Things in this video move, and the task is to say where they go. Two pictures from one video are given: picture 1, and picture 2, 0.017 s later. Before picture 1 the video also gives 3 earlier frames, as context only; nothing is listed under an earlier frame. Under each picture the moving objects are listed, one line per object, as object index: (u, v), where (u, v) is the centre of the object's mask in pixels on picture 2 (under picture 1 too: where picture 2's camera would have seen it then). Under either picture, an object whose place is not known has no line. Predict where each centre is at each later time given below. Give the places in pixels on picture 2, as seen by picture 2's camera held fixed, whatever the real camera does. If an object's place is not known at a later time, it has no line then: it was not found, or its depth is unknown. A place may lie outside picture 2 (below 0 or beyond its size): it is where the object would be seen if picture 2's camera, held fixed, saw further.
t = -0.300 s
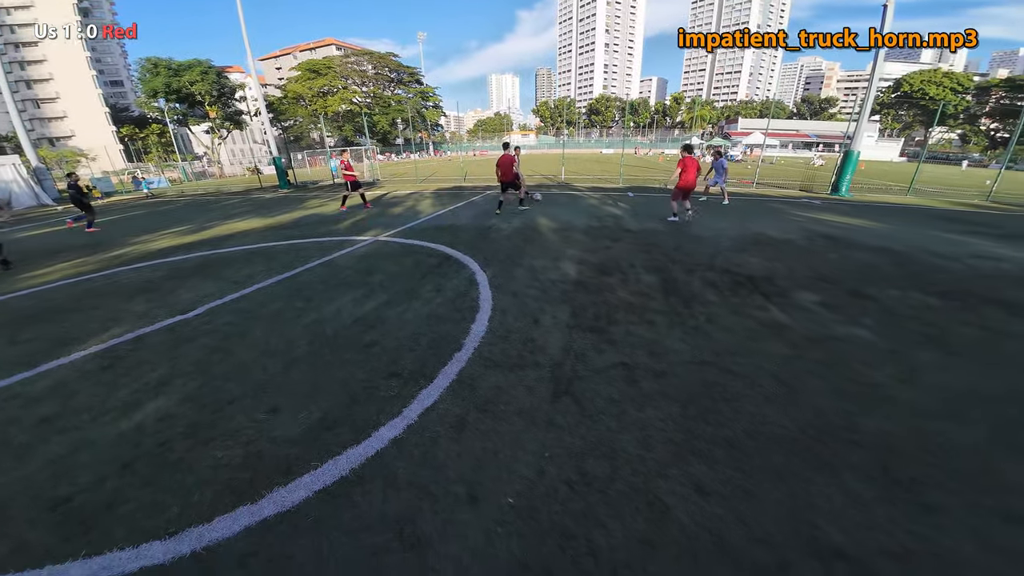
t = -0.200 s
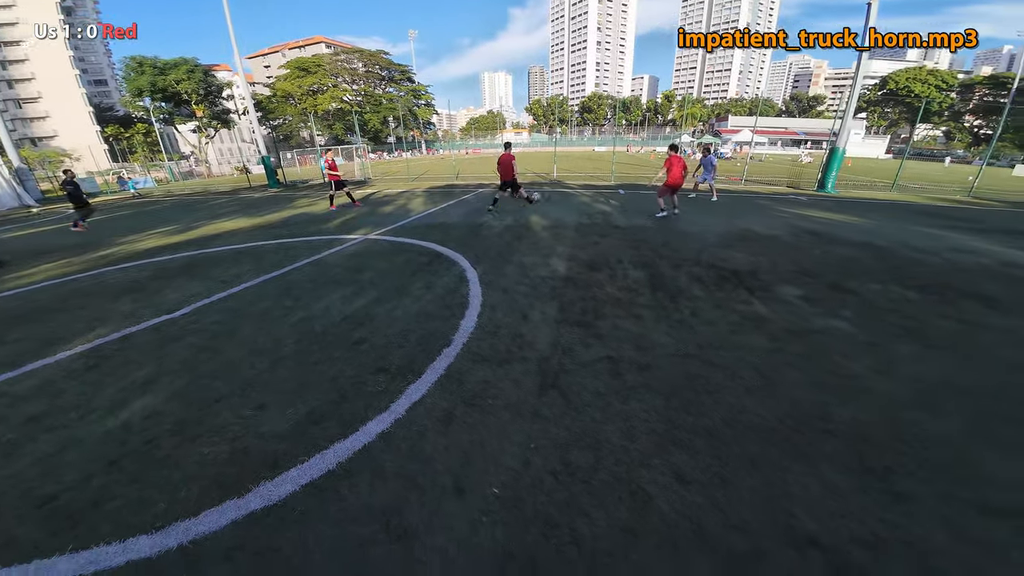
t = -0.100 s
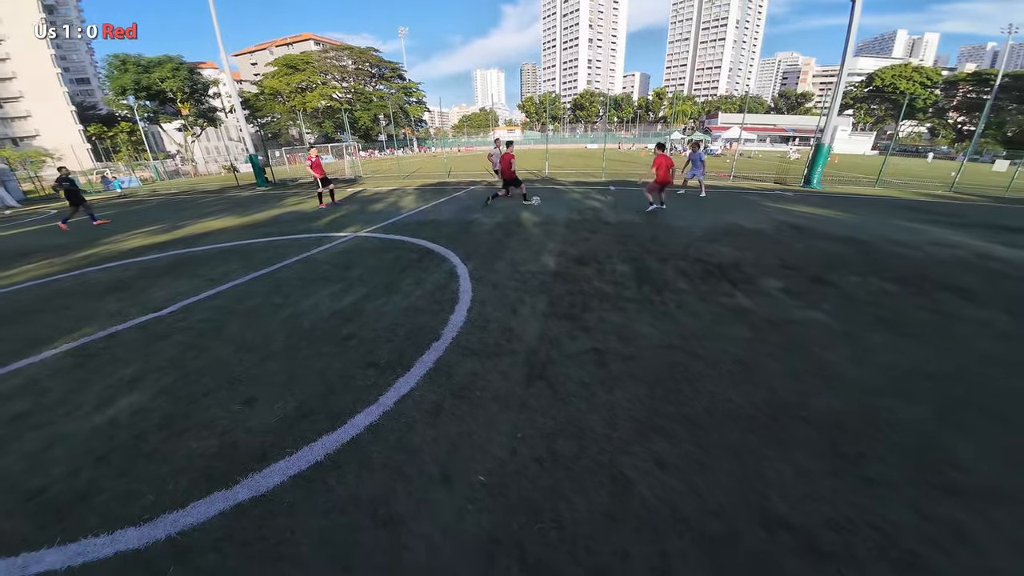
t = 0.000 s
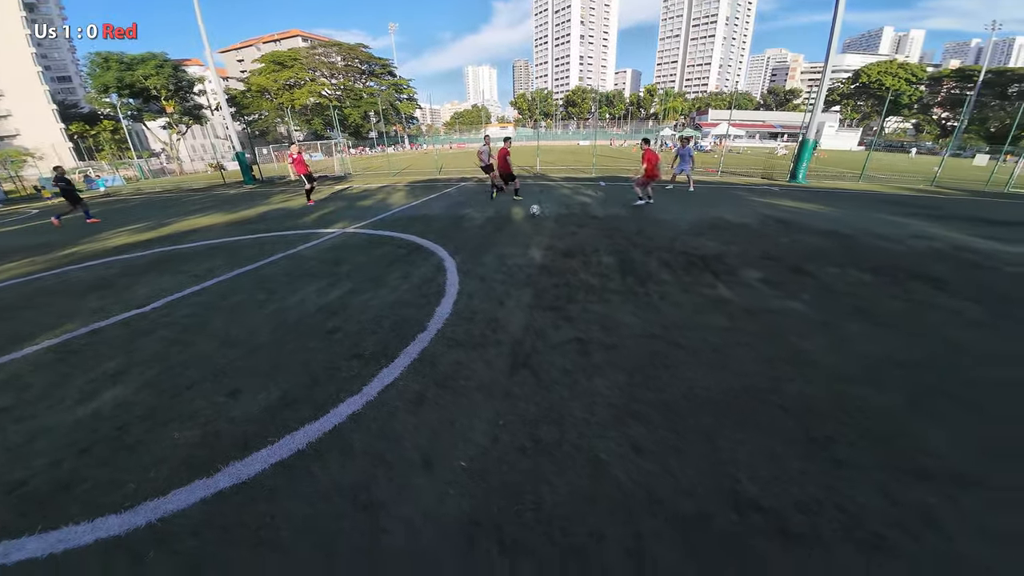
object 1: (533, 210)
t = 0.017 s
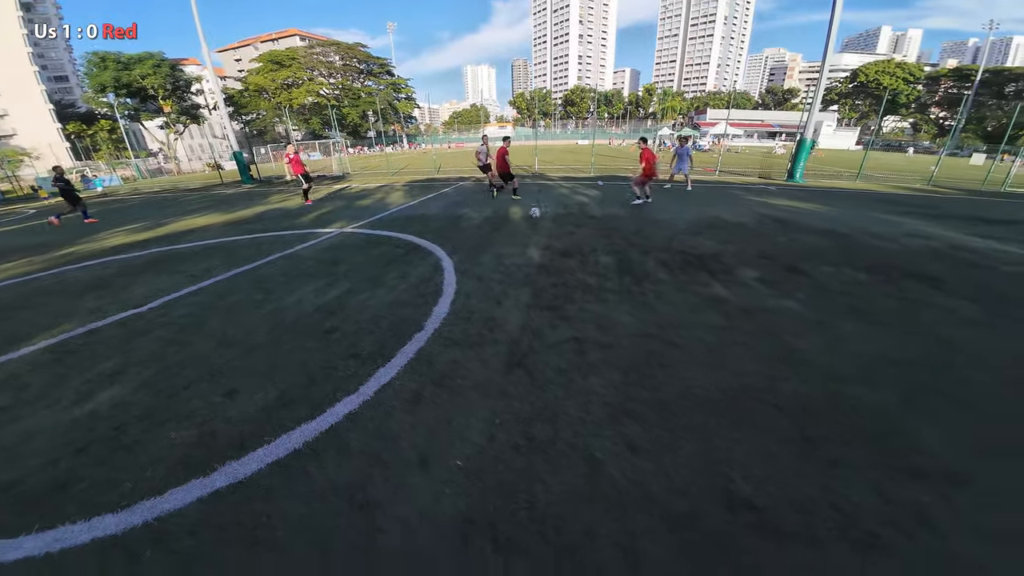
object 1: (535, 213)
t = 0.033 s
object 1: (537, 217)
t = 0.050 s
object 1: (538, 221)
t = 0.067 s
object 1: (540, 221)
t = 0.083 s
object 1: (541, 221)
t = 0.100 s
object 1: (543, 221)
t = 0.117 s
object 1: (544, 221)
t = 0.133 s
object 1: (546, 222)
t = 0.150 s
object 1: (548, 222)
